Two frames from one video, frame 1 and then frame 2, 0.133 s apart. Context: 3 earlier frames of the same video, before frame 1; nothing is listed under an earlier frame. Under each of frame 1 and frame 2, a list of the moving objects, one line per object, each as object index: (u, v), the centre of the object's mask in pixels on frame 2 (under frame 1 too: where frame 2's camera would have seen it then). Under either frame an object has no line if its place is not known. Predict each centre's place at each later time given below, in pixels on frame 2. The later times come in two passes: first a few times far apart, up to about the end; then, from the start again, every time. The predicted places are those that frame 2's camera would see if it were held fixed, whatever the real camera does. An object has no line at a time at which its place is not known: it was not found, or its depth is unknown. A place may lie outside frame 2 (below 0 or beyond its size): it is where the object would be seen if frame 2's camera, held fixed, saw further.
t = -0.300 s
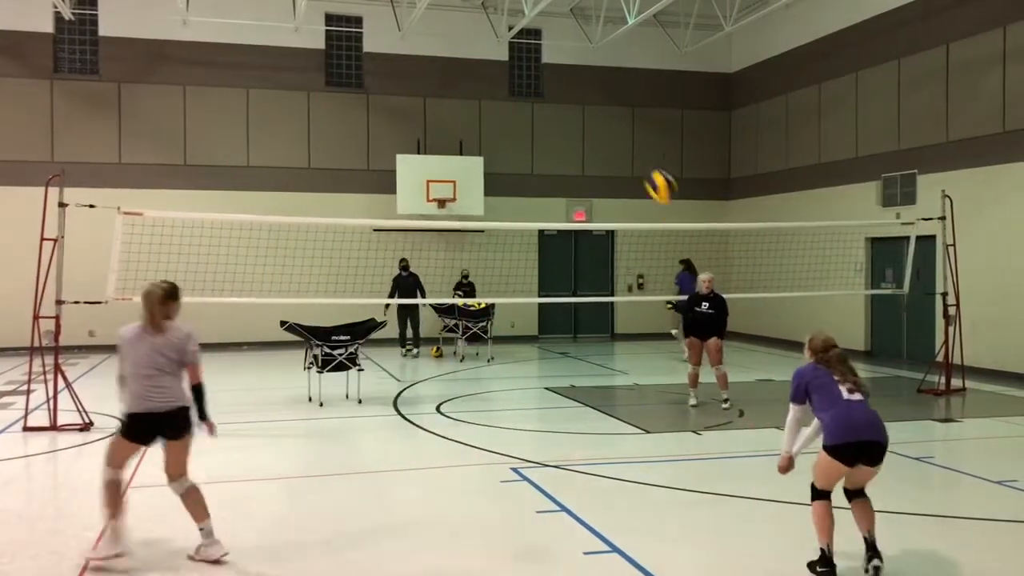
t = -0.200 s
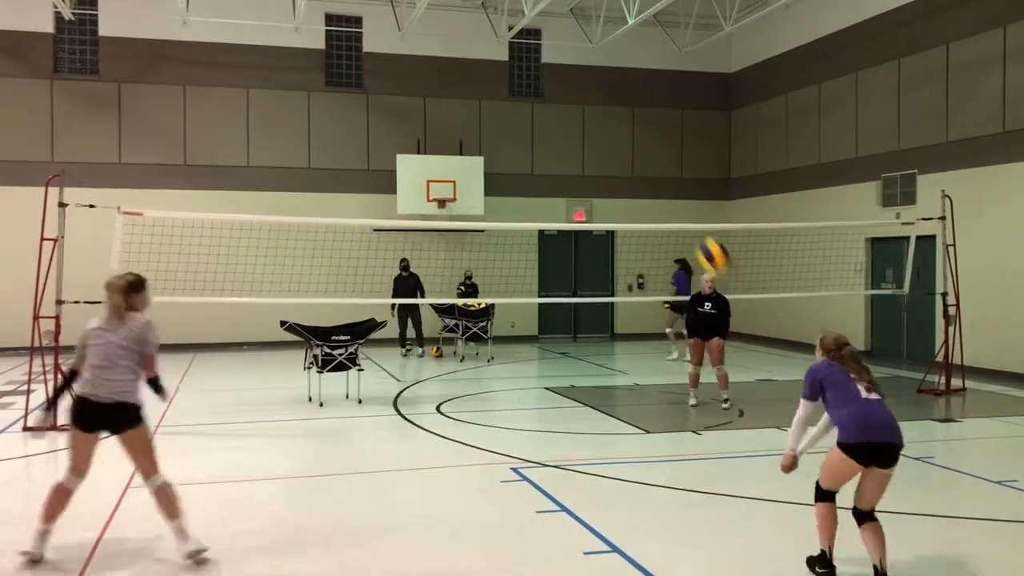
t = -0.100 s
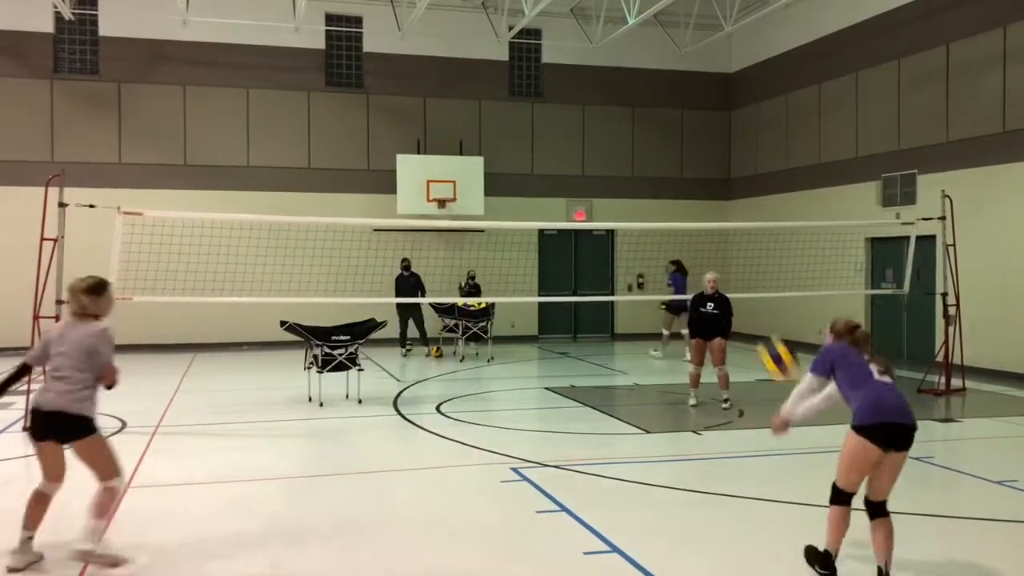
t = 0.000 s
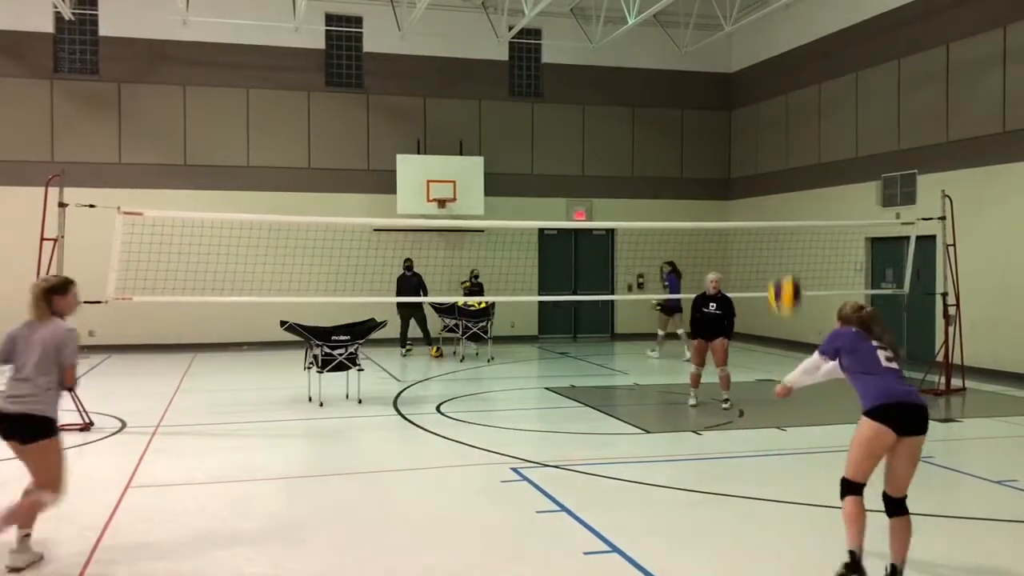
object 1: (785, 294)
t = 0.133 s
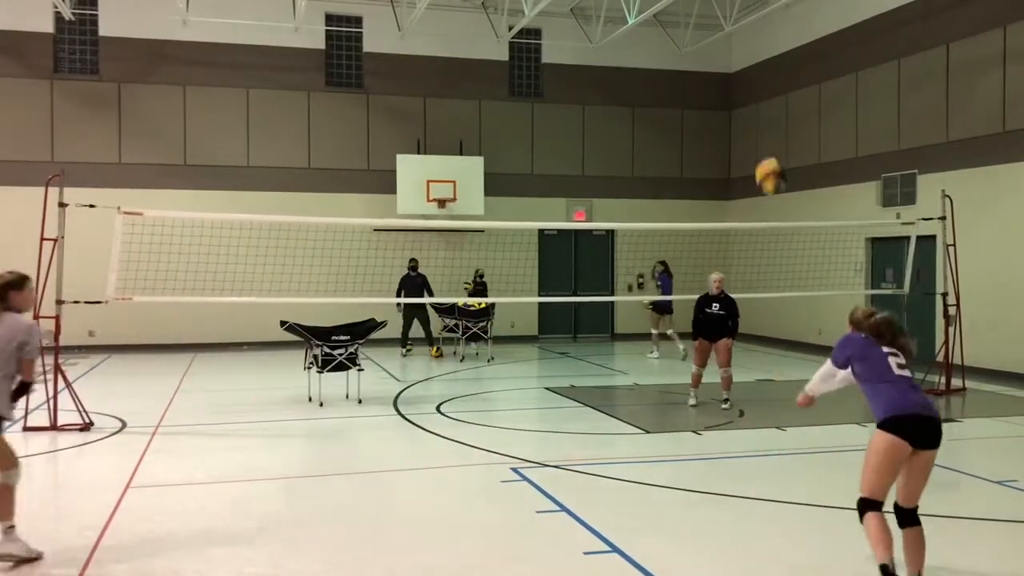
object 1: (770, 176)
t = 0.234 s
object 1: (762, 117)
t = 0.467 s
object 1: (747, 51)
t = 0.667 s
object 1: (738, 53)
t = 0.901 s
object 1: (729, 102)
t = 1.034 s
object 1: (726, 148)
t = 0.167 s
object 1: (767, 155)
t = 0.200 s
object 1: (764, 135)
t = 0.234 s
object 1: (762, 117)
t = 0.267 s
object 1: (759, 102)
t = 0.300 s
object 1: (758, 89)
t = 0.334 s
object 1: (755, 78)
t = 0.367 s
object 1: (753, 69)
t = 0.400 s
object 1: (751, 62)
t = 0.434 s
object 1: (749, 55)
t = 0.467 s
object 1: (747, 51)
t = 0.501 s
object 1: (745, 48)
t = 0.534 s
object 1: (744, 47)
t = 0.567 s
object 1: (742, 47)
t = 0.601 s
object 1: (740, 48)
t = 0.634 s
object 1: (739, 50)
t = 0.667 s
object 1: (738, 53)
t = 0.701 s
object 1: (736, 58)
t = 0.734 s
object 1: (735, 63)
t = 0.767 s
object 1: (733, 70)
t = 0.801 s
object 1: (732, 76)
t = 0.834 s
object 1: (731, 84)
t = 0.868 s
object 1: (730, 93)
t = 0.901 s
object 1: (729, 102)
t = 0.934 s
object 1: (728, 112)
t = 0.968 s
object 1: (728, 124)
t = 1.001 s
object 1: (727, 135)
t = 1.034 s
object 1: (726, 148)
